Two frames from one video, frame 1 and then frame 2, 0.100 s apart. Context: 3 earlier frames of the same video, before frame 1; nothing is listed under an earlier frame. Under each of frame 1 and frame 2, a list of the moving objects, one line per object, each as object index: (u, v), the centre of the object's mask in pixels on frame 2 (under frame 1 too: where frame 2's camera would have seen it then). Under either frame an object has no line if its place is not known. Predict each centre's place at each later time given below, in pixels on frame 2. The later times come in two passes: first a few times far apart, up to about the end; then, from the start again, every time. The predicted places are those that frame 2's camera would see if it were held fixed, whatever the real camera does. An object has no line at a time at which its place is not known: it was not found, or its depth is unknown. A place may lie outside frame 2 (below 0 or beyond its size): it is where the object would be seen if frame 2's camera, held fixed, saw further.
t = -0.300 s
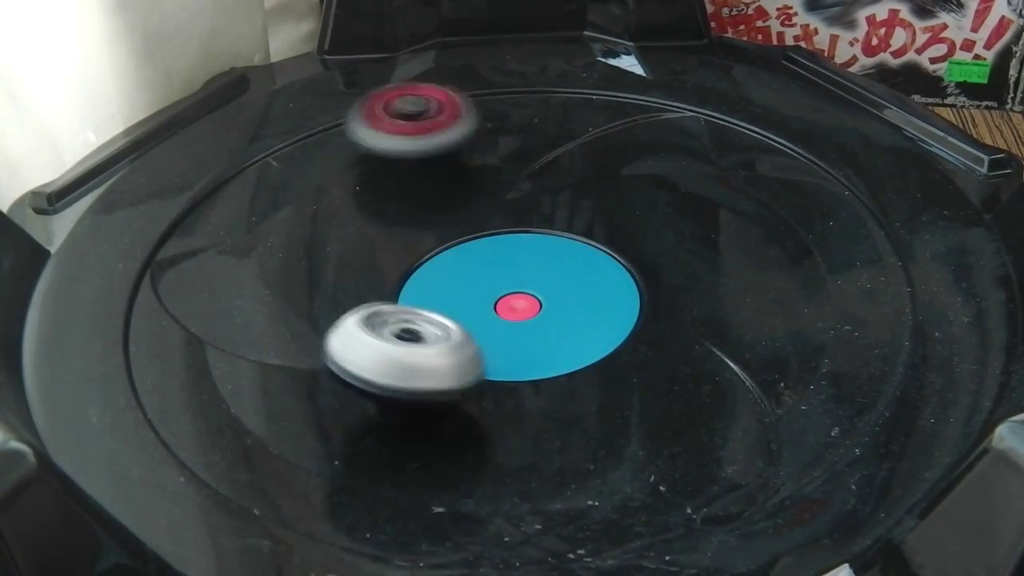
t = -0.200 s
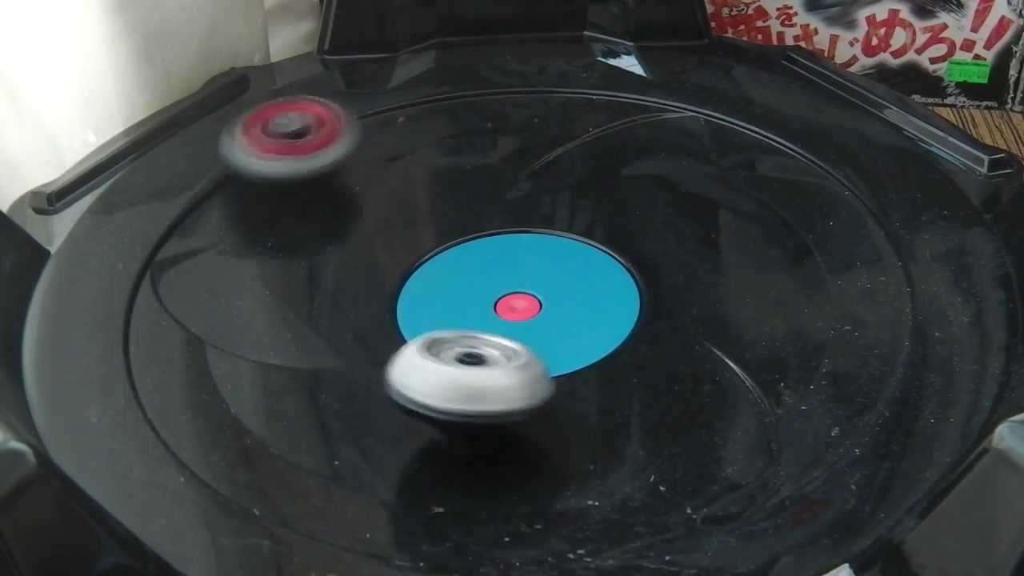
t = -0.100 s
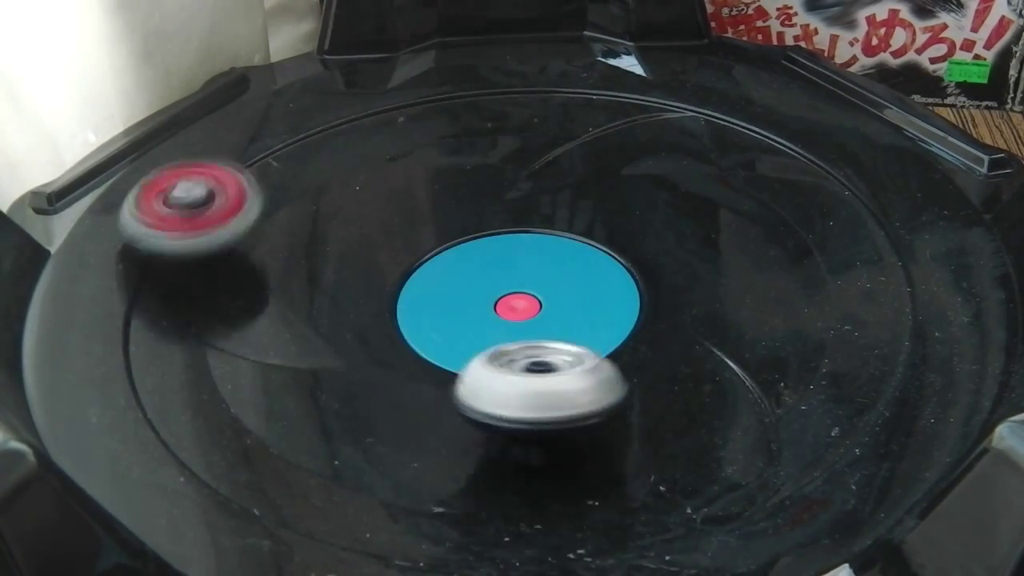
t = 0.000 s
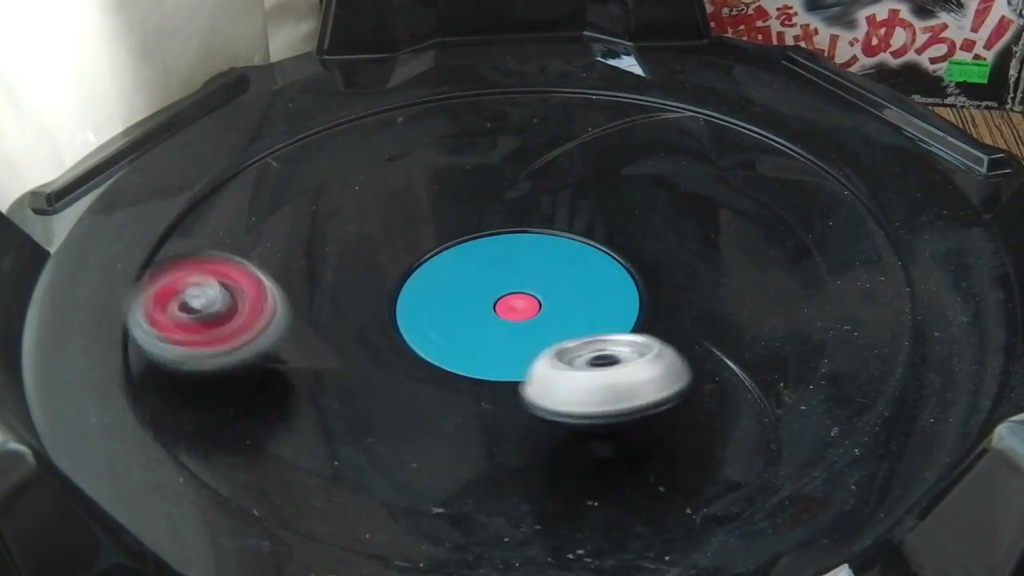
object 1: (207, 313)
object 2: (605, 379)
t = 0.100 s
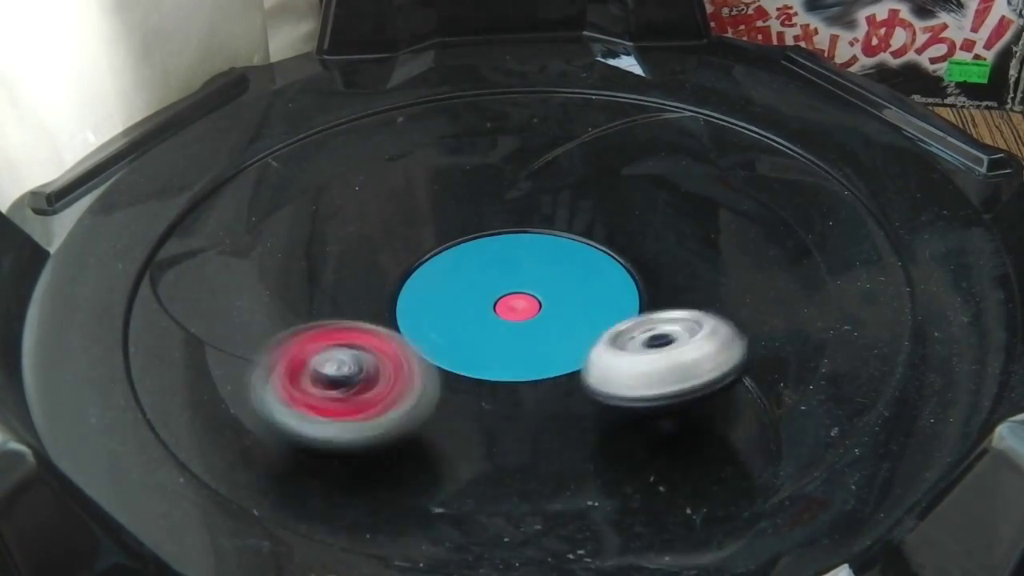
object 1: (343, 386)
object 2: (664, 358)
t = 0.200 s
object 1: (530, 386)
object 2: (722, 318)
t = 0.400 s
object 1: (654, 293)
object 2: (883, 179)
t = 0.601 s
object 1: (558, 183)
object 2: (806, 178)
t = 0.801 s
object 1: (349, 192)
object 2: (613, 154)
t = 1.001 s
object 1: (277, 316)
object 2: (438, 92)
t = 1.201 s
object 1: (456, 365)
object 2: (374, 97)
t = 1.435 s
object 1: (660, 245)
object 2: (329, 180)
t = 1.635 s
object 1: (561, 144)
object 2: (249, 316)
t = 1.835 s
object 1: (414, 140)
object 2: (269, 394)
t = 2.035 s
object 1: (308, 249)
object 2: (445, 412)
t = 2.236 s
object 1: (463, 362)
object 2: (687, 405)
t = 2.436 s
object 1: (658, 295)
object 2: (799, 341)
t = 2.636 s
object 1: (597, 186)
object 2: (784, 225)
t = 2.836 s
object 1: (409, 179)
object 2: (740, 131)
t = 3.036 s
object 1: (318, 285)
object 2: (618, 100)
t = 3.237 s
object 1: (484, 362)
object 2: (432, 103)
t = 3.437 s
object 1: (663, 274)
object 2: (296, 132)
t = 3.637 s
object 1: (593, 172)
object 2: (232, 206)
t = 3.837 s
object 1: (423, 163)
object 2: (231, 350)
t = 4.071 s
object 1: (331, 286)
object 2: (429, 440)
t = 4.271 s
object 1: (519, 363)
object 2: (676, 419)
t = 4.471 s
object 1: (700, 279)
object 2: (813, 332)
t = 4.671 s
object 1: (650, 174)
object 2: (792, 207)
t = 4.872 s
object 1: (487, 151)
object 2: (709, 122)
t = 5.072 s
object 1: (344, 228)
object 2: (547, 94)
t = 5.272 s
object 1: (387, 351)
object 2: (355, 125)
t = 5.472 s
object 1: (621, 365)
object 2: (232, 208)
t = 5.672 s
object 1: (722, 260)
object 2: (210, 329)
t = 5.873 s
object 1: (614, 173)
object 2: (399, 432)
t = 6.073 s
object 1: (426, 178)
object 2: (657, 415)
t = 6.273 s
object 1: (310, 275)
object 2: (810, 296)
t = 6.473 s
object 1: (385, 380)
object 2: (790, 184)
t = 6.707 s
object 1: (645, 345)
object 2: (613, 104)
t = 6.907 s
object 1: (671, 225)
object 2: (437, 106)
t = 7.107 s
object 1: (533, 157)
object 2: (278, 167)
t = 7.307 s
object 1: (369, 174)
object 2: (208, 283)
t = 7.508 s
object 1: (291, 278)
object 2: (336, 382)
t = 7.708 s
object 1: (400, 368)
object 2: (588, 400)
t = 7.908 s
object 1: (629, 340)
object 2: (791, 322)
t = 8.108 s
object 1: (619, 222)
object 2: (845, 240)
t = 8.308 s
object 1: (470, 169)
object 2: (698, 168)
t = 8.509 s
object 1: (318, 207)
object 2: (506, 134)
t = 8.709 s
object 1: (315, 306)
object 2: (313, 150)
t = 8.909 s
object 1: (486, 339)
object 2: (208, 201)
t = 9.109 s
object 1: (632, 251)
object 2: (247, 301)
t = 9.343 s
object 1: (500, 169)
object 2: (480, 315)
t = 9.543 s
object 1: (406, 209)
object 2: (593, 232)
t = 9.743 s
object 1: (449, 297)
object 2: (537, 158)
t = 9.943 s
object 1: (626, 280)
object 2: (383, 161)
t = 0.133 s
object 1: (402, 393)
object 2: (685, 347)
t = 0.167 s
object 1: (465, 394)
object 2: (704, 333)
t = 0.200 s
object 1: (530, 386)
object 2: (722, 318)
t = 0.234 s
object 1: (590, 372)
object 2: (737, 301)
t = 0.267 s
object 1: (605, 362)
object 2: (776, 275)
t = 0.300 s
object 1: (615, 352)
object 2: (824, 251)
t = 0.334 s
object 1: (629, 336)
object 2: (860, 221)
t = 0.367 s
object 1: (644, 316)
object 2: (880, 196)
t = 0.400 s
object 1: (654, 293)
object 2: (883, 179)
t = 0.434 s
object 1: (655, 270)
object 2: (878, 170)
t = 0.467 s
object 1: (648, 247)
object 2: (872, 166)
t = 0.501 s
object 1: (635, 227)
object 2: (862, 165)
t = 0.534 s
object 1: (614, 209)
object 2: (849, 168)
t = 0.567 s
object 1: (587, 195)
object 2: (828, 174)
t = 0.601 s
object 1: (558, 183)
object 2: (806, 178)
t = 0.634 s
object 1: (525, 174)
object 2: (783, 181)
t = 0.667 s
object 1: (489, 170)
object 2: (755, 181)
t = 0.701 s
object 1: (453, 169)
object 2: (721, 179)
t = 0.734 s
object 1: (416, 173)
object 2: (685, 173)
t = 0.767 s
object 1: (381, 180)
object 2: (648, 165)
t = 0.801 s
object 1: (349, 192)
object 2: (613, 154)
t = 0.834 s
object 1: (322, 207)
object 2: (581, 142)
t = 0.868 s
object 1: (301, 226)
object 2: (547, 131)
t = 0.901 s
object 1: (286, 248)
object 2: (515, 114)
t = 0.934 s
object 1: (280, 272)
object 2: (486, 106)
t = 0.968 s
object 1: (277, 295)
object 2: (459, 97)
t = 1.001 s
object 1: (277, 316)
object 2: (438, 92)
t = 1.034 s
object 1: (289, 322)
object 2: (422, 89)
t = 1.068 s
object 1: (311, 333)
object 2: (409, 86)
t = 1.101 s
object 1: (337, 346)
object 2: (397, 84)
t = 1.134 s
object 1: (372, 358)
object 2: (388, 86)
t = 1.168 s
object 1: (411, 364)
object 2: (381, 91)
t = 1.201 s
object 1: (456, 365)
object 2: (374, 97)
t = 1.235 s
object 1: (503, 361)
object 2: (369, 103)
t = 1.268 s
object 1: (547, 351)
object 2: (365, 111)
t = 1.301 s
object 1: (586, 334)
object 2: (362, 120)
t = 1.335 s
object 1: (618, 313)
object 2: (359, 129)
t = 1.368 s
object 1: (640, 291)
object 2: (355, 142)
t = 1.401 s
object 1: (654, 268)
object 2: (344, 160)
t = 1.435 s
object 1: (660, 245)
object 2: (329, 180)
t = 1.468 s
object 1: (657, 224)
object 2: (313, 200)
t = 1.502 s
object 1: (648, 203)
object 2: (296, 220)
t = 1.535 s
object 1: (634, 184)
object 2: (281, 242)
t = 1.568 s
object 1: (613, 168)
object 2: (267, 267)
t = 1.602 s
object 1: (587, 154)
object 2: (257, 295)
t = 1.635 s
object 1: (561, 144)
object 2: (249, 316)
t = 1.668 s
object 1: (538, 134)
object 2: (241, 341)
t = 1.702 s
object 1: (521, 128)
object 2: (236, 362)
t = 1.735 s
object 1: (499, 128)
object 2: (239, 377)
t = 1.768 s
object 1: (472, 129)
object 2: (247, 384)
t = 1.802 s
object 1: (444, 133)
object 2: (257, 390)
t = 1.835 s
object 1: (414, 140)
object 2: (269, 394)
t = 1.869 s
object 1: (386, 150)
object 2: (285, 395)
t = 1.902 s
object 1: (359, 165)
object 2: (303, 398)
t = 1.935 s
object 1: (337, 182)
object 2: (328, 399)
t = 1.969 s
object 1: (321, 202)
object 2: (363, 402)
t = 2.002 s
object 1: (310, 225)
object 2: (404, 406)
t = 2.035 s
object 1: (308, 249)
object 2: (445, 412)
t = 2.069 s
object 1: (314, 273)
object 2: (488, 418)
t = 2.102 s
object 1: (328, 296)
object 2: (532, 419)
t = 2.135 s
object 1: (350, 318)
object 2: (574, 419)
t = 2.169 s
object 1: (380, 337)
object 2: (616, 415)
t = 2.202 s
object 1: (418, 352)
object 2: (655, 411)
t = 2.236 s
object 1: (463, 362)
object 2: (687, 405)
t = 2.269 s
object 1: (513, 367)
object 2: (713, 397)
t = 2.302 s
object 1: (562, 365)
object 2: (735, 383)
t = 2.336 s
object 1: (598, 354)
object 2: (763, 369)
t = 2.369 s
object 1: (622, 336)
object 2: (785, 360)
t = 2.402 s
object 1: (643, 317)
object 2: (797, 350)
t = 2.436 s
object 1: (658, 295)
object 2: (799, 341)
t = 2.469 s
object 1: (665, 274)
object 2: (798, 330)
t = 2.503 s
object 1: (664, 252)
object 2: (795, 315)
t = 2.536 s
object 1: (656, 232)
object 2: (791, 296)
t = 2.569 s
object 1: (641, 214)
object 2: (787, 272)
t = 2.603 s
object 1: (622, 199)
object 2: (786, 248)
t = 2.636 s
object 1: (597, 186)
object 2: (784, 225)
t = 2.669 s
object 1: (569, 177)
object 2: (782, 201)
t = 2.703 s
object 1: (538, 170)
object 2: (780, 179)
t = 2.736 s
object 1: (506, 167)
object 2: (774, 161)
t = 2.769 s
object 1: (473, 168)
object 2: (764, 148)
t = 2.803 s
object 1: (440, 172)
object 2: (753, 139)
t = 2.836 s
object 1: (409, 179)
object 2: (740, 131)
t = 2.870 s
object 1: (379, 191)
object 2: (726, 123)
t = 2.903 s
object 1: (355, 205)
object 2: (710, 117)
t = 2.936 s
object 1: (334, 222)
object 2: (692, 112)
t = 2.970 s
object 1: (321, 243)
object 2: (670, 108)
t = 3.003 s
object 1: (315, 263)
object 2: (645, 103)
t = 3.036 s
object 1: (318, 285)
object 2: (618, 100)
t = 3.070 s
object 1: (329, 307)
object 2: (590, 96)
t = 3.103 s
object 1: (345, 325)
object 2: (566, 99)
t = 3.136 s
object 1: (370, 340)
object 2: (539, 101)
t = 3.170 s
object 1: (402, 352)
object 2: (506, 103)
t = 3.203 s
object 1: (441, 360)
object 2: (470, 103)
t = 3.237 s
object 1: (484, 362)
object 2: (432, 103)
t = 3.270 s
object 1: (528, 358)
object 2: (401, 106)
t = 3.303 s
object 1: (568, 348)
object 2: (376, 110)
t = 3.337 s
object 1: (604, 333)
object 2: (354, 114)
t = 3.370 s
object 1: (631, 315)
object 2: (332, 119)
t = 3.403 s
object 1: (651, 295)
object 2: (313, 125)
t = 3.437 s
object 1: (663, 274)
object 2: (296, 132)
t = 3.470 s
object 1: (667, 253)
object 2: (280, 140)
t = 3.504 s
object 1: (664, 233)
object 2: (268, 149)
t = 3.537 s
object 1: (654, 215)
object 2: (257, 160)
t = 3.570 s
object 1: (639, 199)
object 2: (248, 173)
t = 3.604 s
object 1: (618, 183)
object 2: (239, 189)
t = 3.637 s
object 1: (593, 172)
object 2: (232, 206)
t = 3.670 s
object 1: (565, 163)
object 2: (226, 226)
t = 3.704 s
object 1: (536, 157)
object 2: (220, 251)
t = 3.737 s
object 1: (508, 153)
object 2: (217, 281)
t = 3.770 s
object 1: (481, 152)
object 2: (216, 304)
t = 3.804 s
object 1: (452, 156)
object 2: (222, 328)
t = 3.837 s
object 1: (423, 163)
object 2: (231, 350)
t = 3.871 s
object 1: (395, 174)
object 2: (245, 367)
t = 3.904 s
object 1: (370, 188)
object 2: (263, 380)
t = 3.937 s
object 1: (349, 204)
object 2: (286, 394)
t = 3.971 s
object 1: (334, 222)
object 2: (314, 406)
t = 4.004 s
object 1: (326, 243)
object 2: (348, 420)
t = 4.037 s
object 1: (324, 265)
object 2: (387, 431)
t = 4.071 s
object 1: (331, 286)
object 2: (429, 440)
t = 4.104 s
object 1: (345, 307)
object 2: (473, 447)
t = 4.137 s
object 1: (367, 326)
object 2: (513, 446)
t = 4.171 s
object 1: (396, 342)
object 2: (552, 442)
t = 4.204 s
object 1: (434, 354)
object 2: (589, 435)
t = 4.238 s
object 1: (474, 362)
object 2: (632, 428)
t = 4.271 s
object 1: (519, 363)
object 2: (676, 419)
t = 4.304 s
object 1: (561, 358)
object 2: (716, 408)
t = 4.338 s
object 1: (603, 348)
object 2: (755, 395)
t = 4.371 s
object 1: (636, 334)
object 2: (782, 375)
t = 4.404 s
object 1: (665, 317)
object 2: (798, 361)
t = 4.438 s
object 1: (687, 298)
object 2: (808, 346)
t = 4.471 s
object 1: (700, 279)
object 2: (813, 332)
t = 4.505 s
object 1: (707, 259)
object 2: (814, 316)
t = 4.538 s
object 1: (708, 239)
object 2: (810, 299)
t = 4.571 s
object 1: (701, 219)
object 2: (806, 279)
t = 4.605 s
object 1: (689, 202)
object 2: (801, 255)
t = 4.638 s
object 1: (673, 187)
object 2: (797, 230)
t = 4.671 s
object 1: (650, 174)
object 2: (792, 207)
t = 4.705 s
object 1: (624, 164)
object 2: (786, 184)
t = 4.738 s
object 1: (595, 157)
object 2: (775, 165)
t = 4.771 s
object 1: (565, 152)
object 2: (761, 151)
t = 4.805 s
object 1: (536, 150)
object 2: (747, 140)
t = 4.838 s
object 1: (511, 147)
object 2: (729, 130)
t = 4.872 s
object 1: (487, 151)
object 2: (709, 122)
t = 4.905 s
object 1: (458, 157)
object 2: (684, 112)
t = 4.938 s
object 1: (429, 166)
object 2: (657, 105)
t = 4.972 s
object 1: (403, 178)
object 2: (628, 98)
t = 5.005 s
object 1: (380, 192)
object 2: (599, 93)
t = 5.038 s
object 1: (359, 209)
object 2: (572, 92)
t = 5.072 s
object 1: (344, 228)
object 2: (547, 94)
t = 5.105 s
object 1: (335, 249)
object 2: (521, 96)
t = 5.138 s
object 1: (331, 270)
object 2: (491, 101)
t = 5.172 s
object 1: (334, 291)
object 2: (458, 106)
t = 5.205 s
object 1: (345, 313)
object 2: (422, 111)
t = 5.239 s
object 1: (362, 333)
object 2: (385, 118)
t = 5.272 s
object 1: (387, 351)
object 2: (355, 125)
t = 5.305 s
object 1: (419, 365)
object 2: (329, 134)
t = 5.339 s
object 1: (457, 375)
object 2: (308, 146)
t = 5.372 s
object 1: (499, 381)
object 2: (286, 160)
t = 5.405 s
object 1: (542, 381)
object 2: (268, 175)
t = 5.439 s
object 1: (583, 375)
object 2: (250, 190)
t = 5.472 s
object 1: (621, 365)
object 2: (232, 208)
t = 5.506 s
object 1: (653, 350)
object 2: (212, 231)
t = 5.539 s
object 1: (679, 333)
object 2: (198, 255)
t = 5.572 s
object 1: (701, 316)
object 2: (189, 273)
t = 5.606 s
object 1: (715, 298)
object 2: (189, 291)
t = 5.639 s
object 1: (721, 280)
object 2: (196, 311)
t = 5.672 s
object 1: (722, 260)
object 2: (210, 329)
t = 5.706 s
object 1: (716, 242)
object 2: (228, 344)
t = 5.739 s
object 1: (705, 224)
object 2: (253, 362)
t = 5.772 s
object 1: (688, 207)
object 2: (283, 383)
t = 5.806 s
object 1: (666, 193)
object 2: (315, 401)
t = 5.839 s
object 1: (642, 182)
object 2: (354, 418)
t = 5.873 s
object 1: (614, 173)
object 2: (399, 432)
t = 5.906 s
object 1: (583, 167)
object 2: (442, 439)
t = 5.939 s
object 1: (551, 164)
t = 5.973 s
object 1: (519, 163)
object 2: (532, 442)
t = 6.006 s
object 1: (488, 165)
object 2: (571, 435)
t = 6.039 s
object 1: (457, 170)
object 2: (615, 429)
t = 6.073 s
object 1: (426, 178)
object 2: (657, 415)
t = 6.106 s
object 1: (398, 188)
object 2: (697, 402)
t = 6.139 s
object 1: (372, 202)
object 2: (734, 385)
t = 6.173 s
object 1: (349, 217)
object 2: (761, 363)
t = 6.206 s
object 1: (330, 235)
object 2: (777, 342)
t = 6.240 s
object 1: (318, 255)
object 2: (795, 321)
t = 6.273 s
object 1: (310, 275)
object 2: (810, 296)
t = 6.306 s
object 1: (309, 297)
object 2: (822, 273)
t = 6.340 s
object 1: (309, 318)
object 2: (826, 252)
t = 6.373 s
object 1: (315, 333)
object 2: (824, 233)
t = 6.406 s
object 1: (331, 351)
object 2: (817, 216)
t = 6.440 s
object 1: (354, 366)
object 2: (806, 199)
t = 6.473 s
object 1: (385, 380)
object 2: (790, 184)
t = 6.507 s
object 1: (422, 390)
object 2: (772, 168)
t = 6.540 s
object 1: (463, 394)
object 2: (750, 155)
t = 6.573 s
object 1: (505, 393)
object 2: (725, 142)
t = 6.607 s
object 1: (545, 388)
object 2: (699, 130)
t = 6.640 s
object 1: (584, 377)
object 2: (671, 120)
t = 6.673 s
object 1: (619, 362)
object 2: (643, 111)
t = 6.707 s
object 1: (645, 345)
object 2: (613, 104)
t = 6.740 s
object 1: (666, 324)
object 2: (584, 98)
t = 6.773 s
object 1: (679, 304)
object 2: (558, 97)
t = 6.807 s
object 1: (686, 283)
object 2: (531, 97)
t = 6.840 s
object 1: (687, 262)
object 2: (499, 98)
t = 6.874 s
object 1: (682, 243)
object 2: (469, 101)
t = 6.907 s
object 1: (671, 225)
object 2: (437, 106)
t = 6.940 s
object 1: (657, 208)
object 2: (405, 111)
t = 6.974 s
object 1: (639, 193)
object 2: (376, 120)
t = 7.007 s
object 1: (616, 181)
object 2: (348, 130)
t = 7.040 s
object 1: (590, 170)
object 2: (323, 140)
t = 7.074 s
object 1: (562, 162)
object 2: (299, 153)
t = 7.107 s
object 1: (533, 157)
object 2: (278, 167)
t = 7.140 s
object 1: (507, 152)
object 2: (260, 182)
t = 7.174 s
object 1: (482, 150)
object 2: (243, 199)
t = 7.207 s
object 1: (455, 152)
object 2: (228, 219)
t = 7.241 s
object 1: (425, 156)
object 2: (217, 240)
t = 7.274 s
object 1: (396, 164)
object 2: (209, 261)
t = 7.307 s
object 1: (369, 174)
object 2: (208, 283)
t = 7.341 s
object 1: (344, 186)
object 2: (214, 297)
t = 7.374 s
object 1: (323, 202)
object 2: (226, 313)
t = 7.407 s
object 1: (307, 219)
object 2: (242, 329)
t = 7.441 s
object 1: (296, 237)
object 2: (266, 349)
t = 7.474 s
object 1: (291, 257)
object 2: (299, 370)
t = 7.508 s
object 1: (291, 278)
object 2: (336, 382)
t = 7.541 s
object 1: (296, 298)
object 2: (371, 393)
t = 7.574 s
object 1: (303, 318)
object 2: (407, 405)
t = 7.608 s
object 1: (316, 330)
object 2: (449, 407)
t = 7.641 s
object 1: (339, 345)
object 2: (493, 408)
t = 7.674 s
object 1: (367, 357)
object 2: (541, 407)
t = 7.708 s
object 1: (400, 368)
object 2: (588, 400)
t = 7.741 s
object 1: (439, 373)
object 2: (632, 390)
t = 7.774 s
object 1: (480, 376)
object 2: (672, 381)
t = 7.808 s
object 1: (522, 373)
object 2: (707, 371)
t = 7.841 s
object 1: (562, 367)
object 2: (742, 357)
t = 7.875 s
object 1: (601, 354)
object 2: (767, 337)
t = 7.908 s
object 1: (629, 340)
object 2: (791, 322)
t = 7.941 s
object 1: (638, 320)
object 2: (829, 309)
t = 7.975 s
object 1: (645, 301)
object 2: (852, 292)
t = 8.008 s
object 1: (648, 281)
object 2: (861, 277)
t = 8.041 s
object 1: (645, 261)
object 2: (863, 265)
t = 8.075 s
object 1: (637, 242)
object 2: (856, 252)
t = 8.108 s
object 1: (619, 222)
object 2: (845, 240)
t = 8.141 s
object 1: (598, 207)
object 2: (826, 230)
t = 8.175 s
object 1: (576, 195)
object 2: (805, 217)
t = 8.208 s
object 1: (552, 185)
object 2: (781, 203)
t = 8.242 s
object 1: (526, 177)
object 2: (753, 190)
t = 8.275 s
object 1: (499, 173)
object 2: (725, 178)
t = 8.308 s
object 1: (470, 169)
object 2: (698, 168)
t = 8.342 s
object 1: (442, 170)
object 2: (669, 161)
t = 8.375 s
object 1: (414, 171)
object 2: (638, 153)
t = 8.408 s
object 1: (386, 177)
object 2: (606, 147)
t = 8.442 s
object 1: (362, 184)
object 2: (572, 142)
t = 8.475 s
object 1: (338, 194)
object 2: (539, 139)
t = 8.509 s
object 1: (318, 207)
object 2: (506, 134)
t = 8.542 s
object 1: (304, 222)
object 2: (477, 134)
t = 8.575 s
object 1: (294, 238)
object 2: (446, 135)
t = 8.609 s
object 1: (291, 256)
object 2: (412, 138)
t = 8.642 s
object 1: (294, 274)
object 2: (378, 141)
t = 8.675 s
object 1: (303, 291)
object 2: (346, 144)
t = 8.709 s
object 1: (315, 306)
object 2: (313, 150)
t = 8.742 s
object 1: (331, 318)
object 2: (287, 154)
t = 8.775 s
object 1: (352, 327)
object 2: (264, 159)
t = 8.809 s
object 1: (380, 336)
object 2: (245, 167)
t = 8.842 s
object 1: (414, 340)
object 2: (228, 178)
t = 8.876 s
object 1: (448, 342)
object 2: (217, 189)
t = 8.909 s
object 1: (486, 339)
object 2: (208, 201)
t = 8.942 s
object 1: (525, 334)
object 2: (204, 217)
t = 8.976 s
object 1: (566, 324)
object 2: (204, 233)
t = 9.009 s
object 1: (595, 308)
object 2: (209, 251)
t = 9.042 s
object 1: (615, 290)
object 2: (215, 273)
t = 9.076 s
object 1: (627, 271)
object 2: (228, 293)
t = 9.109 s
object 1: (632, 251)
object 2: (247, 301)
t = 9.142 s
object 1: (618, 230)
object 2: (269, 324)
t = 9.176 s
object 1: (598, 209)
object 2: (294, 323)
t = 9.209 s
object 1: (579, 195)
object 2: (323, 330)
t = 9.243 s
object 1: (562, 184)
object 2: (361, 331)
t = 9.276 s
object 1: (542, 176)
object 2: (402, 333)
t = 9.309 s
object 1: (522, 171)
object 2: (442, 325)
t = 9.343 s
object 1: (500, 169)
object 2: (480, 315)
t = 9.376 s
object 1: (479, 169)
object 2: (507, 308)
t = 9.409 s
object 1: (459, 173)
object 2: (535, 300)
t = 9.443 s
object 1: (441, 179)
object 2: (561, 288)
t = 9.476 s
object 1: (426, 187)
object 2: (576, 267)
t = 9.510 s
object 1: (414, 197)
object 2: (587, 250)
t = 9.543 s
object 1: (406, 209)
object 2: (593, 232)
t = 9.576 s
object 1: (402, 221)
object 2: (594, 213)
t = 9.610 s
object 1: (403, 233)
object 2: (592, 199)
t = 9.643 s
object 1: (404, 250)
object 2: (585, 186)
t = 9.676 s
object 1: (411, 268)
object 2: (573, 174)
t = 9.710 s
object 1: (426, 284)
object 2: (556, 165)
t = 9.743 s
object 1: (449, 297)
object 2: (537, 158)
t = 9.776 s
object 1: (481, 307)
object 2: (514, 153)
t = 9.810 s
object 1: (514, 310)
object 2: (489, 150)
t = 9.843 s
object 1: (546, 310)
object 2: (464, 150)
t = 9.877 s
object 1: (578, 303)
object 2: (437, 152)
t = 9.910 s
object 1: (605, 293)
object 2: (410, 156)
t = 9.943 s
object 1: (626, 280)
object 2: (383, 161)
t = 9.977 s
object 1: (636, 261)
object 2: (357, 169)
